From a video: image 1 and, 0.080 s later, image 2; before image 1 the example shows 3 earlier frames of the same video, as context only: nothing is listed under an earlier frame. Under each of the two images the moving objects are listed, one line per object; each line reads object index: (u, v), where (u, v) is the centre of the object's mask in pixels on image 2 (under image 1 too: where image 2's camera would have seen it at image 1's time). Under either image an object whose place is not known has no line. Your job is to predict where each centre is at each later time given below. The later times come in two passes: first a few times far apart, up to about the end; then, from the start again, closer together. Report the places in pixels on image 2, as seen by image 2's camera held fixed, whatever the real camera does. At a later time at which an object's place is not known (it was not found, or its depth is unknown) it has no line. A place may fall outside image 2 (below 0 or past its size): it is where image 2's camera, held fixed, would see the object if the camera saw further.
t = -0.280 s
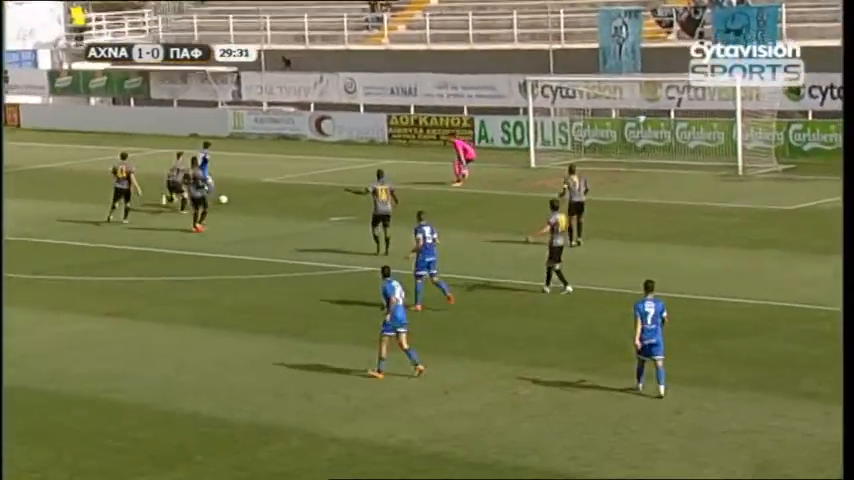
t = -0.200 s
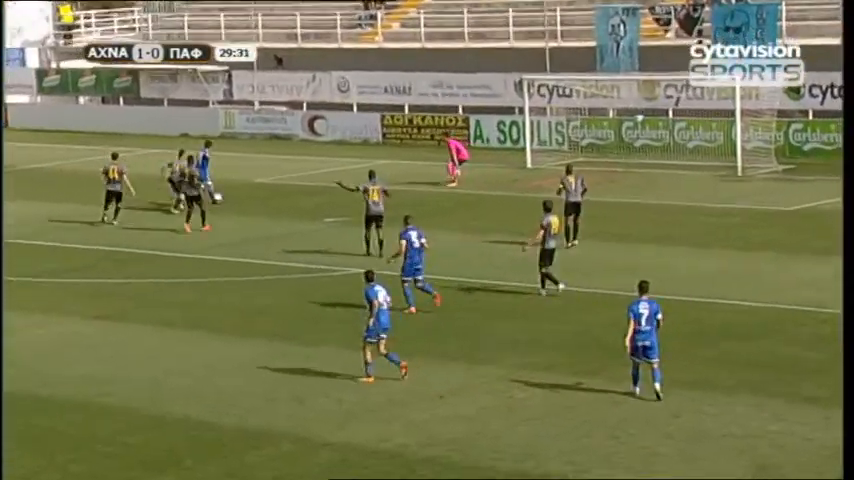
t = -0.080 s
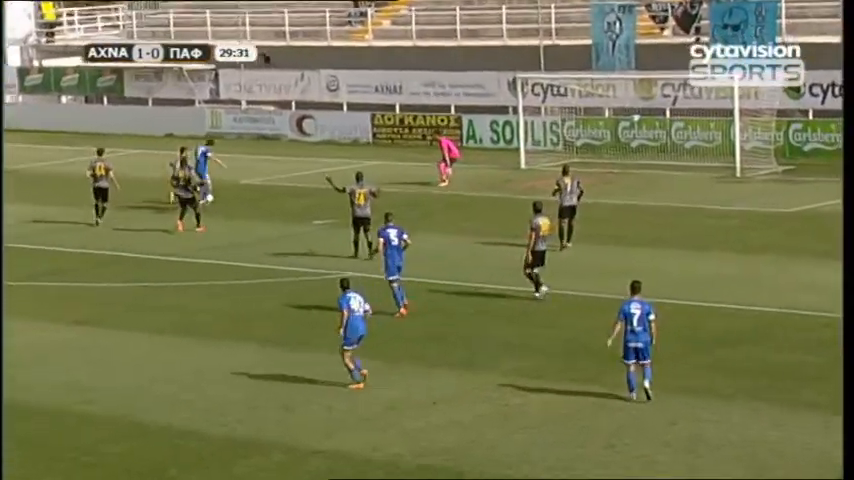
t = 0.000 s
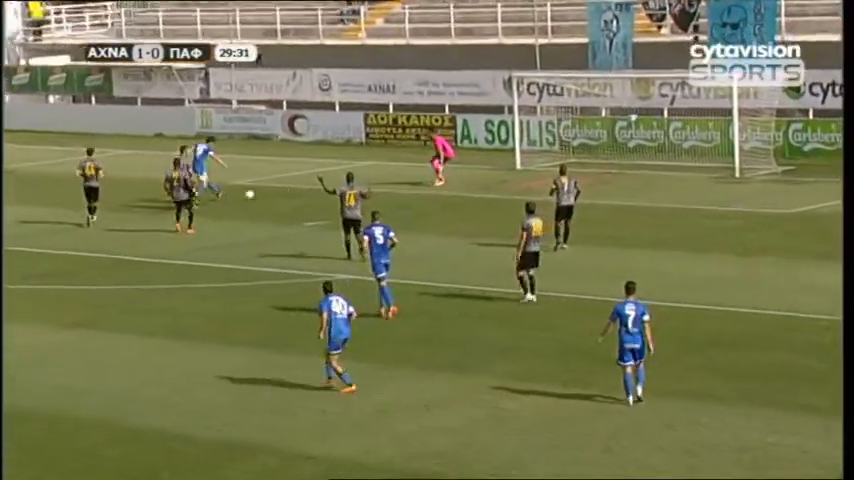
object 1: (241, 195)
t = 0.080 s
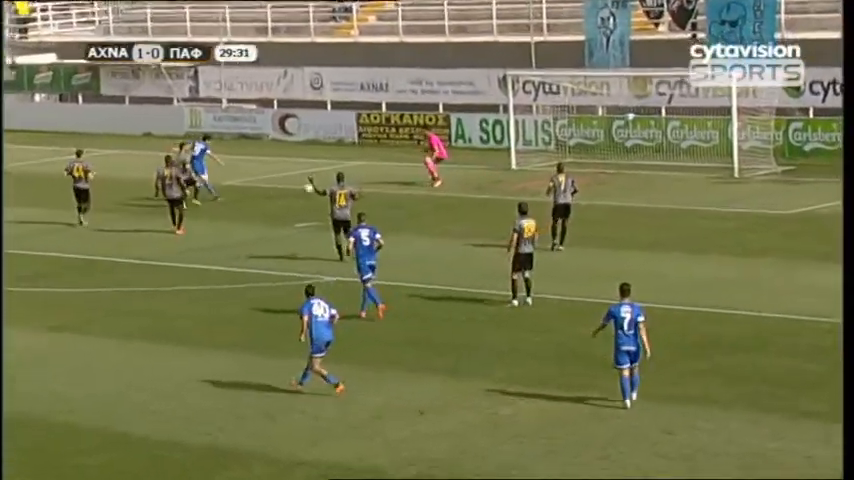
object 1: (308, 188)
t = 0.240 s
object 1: (438, 182)
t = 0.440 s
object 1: (588, 179)
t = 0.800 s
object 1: (770, 135)
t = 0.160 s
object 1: (373, 184)
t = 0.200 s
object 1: (405, 183)
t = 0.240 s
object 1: (438, 182)
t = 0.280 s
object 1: (469, 184)
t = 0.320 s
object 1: (499, 181)
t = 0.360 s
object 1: (529, 180)
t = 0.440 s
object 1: (588, 179)
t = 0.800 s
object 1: (770, 135)
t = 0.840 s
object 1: (778, 131)
